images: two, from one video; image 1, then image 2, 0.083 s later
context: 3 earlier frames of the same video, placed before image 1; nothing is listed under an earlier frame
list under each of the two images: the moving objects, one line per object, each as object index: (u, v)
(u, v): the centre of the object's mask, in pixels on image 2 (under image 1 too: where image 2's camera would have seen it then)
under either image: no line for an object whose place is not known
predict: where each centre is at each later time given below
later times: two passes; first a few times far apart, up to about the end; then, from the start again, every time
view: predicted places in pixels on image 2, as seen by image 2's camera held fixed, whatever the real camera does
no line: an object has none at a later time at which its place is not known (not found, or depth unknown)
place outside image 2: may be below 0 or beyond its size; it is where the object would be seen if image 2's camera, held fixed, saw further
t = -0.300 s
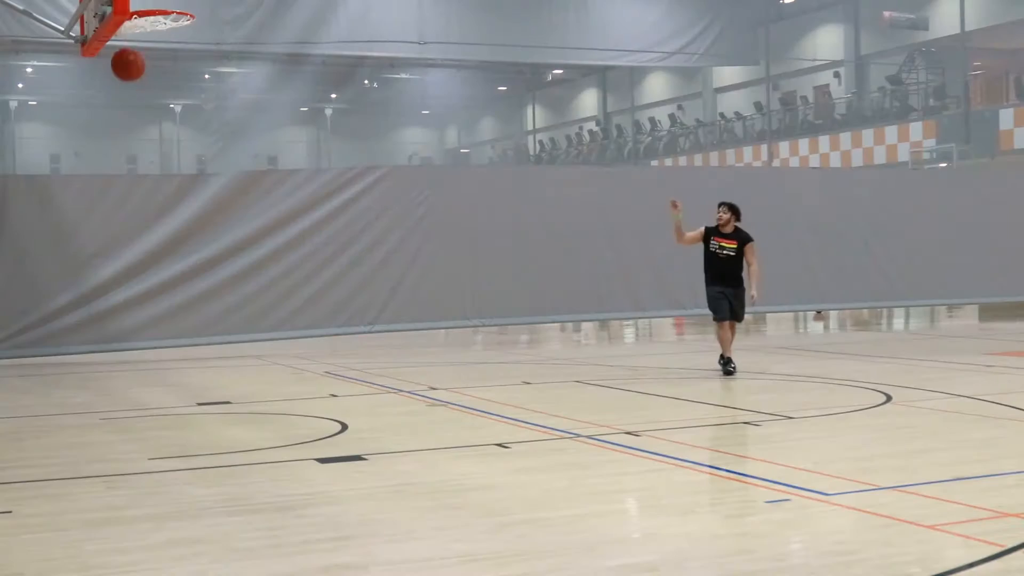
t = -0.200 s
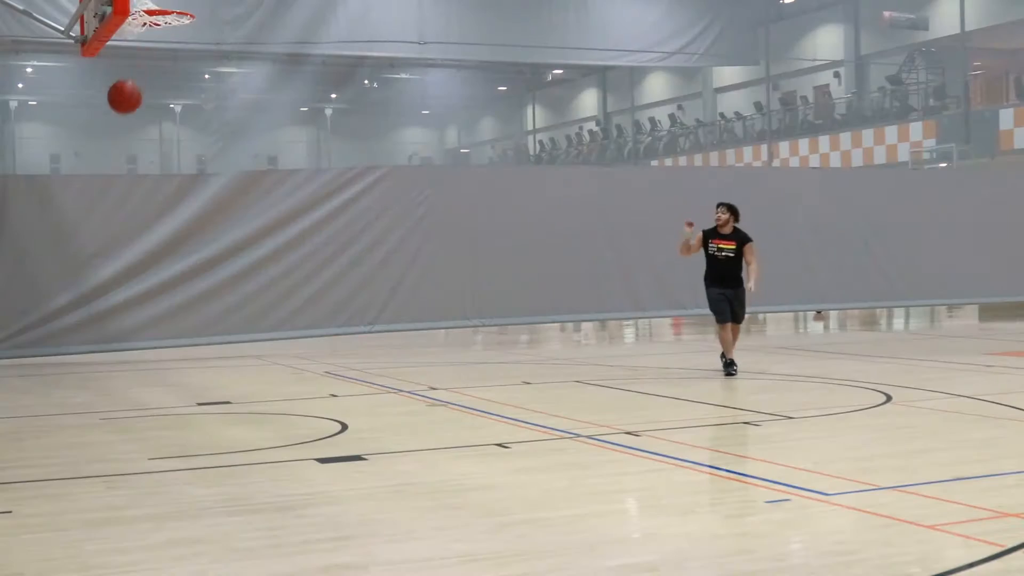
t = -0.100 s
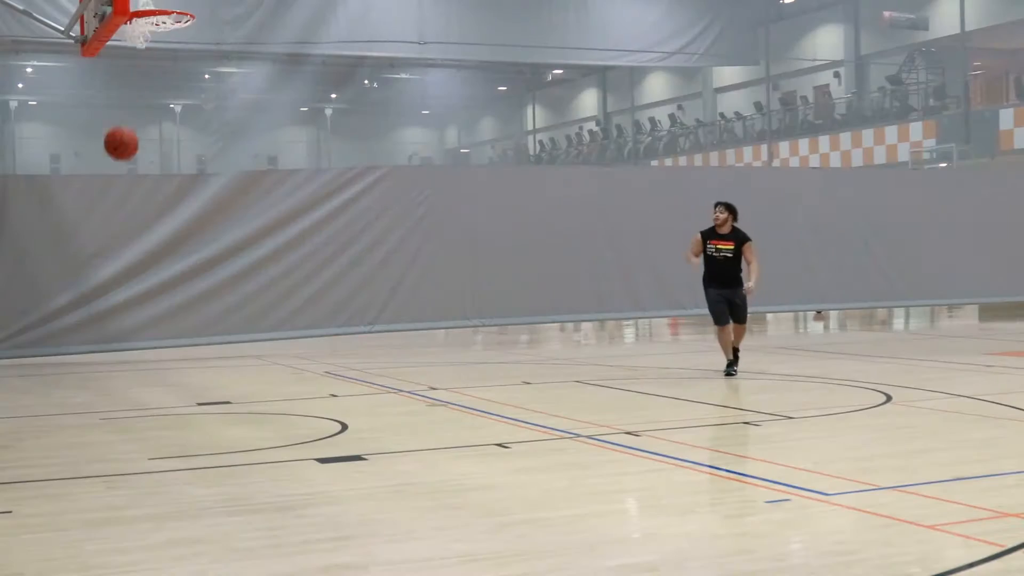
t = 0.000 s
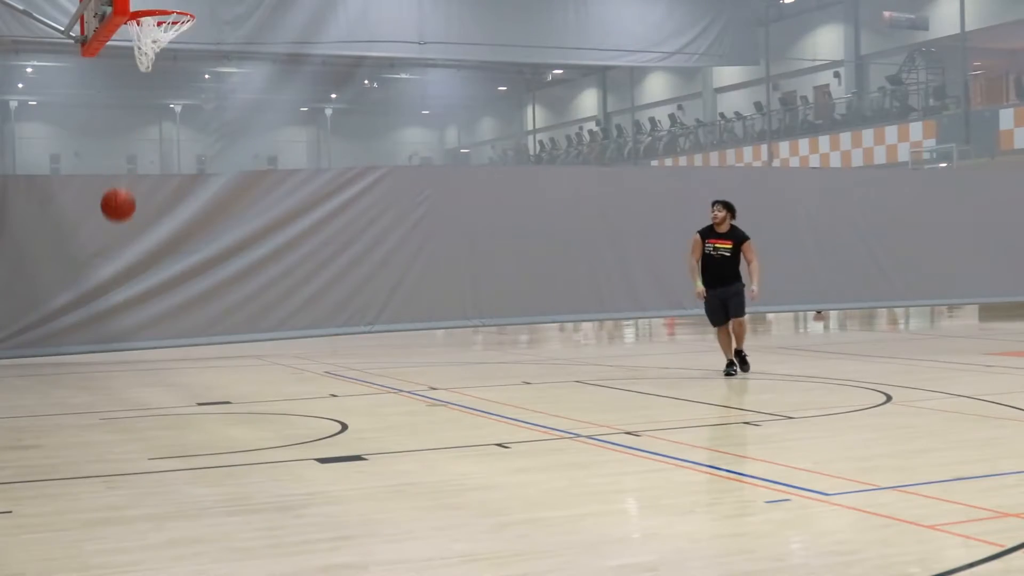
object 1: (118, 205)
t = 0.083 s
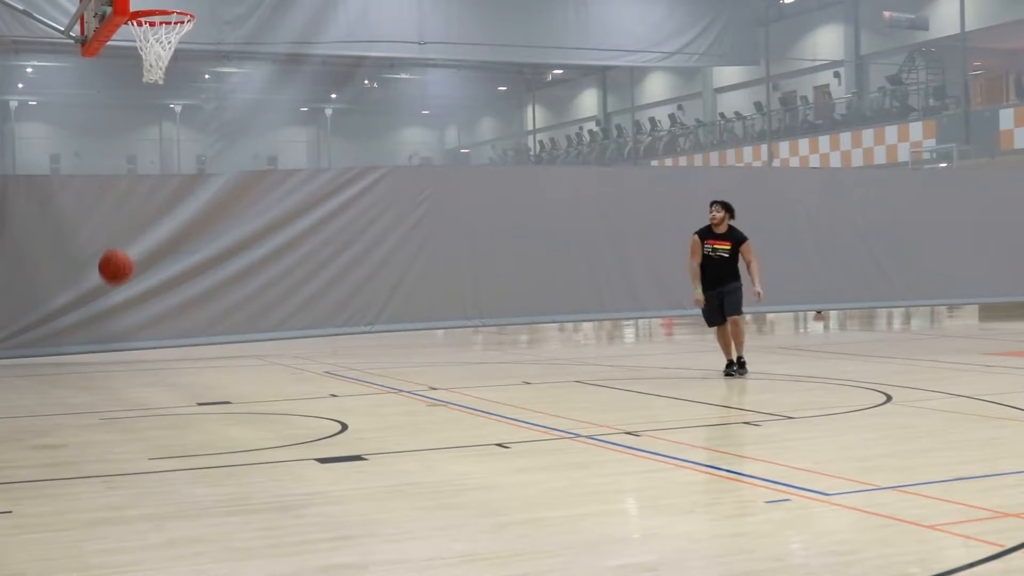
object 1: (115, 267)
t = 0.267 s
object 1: (112, 425)
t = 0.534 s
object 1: (155, 258)
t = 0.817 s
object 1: (203, 190)
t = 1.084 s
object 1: (250, 224)
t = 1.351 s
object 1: (296, 351)
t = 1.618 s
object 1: (329, 326)
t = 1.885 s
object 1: (357, 274)
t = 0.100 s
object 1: (115, 281)
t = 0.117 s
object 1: (114, 295)
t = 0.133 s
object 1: (114, 310)
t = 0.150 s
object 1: (113, 325)
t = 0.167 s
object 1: (113, 340)
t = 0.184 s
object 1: (112, 356)
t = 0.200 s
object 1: (111, 371)
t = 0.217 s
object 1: (111, 388)
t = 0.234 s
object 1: (111, 405)
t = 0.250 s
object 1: (110, 422)
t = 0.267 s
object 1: (112, 425)
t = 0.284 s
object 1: (114, 412)
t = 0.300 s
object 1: (116, 399)
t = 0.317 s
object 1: (119, 387)
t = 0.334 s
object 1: (122, 374)
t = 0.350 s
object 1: (124, 363)
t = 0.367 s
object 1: (127, 351)
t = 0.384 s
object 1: (130, 340)
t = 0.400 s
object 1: (133, 329)
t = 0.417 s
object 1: (135, 319)
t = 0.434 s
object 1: (138, 309)
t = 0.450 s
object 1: (141, 300)
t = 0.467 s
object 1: (143, 291)
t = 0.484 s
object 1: (146, 282)
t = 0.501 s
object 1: (149, 274)
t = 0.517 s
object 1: (152, 265)
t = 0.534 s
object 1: (155, 258)
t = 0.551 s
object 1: (157, 251)
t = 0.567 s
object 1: (160, 245)
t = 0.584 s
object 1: (163, 238)
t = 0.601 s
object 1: (166, 233)
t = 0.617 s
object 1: (169, 227)
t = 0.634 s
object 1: (171, 221)
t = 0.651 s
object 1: (174, 217)
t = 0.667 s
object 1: (177, 212)
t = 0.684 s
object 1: (180, 208)
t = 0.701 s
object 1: (183, 205)
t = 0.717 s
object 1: (186, 201)
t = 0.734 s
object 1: (189, 198)
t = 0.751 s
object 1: (192, 196)
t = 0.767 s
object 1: (194, 194)
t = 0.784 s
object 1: (197, 192)
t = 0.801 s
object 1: (200, 191)
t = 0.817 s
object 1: (203, 190)
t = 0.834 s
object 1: (206, 189)
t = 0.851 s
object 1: (209, 189)
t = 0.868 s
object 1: (212, 189)
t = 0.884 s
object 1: (215, 189)
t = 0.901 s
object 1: (218, 191)
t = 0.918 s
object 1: (221, 192)
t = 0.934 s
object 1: (223, 193)
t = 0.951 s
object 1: (227, 196)
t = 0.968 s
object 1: (229, 198)
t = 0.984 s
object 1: (232, 201)
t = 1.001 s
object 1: (235, 204)
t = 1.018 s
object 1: (238, 207)
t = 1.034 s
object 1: (241, 211)
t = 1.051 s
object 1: (244, 215)
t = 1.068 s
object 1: (247, 220)
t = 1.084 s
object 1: (250, 224)
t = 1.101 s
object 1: (253, 230)
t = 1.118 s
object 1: (256, 235)
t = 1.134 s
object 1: (259, 241)
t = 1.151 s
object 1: (262, 247)
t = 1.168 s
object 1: (265, 255)
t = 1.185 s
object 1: (268, 262)
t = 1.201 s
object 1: (271, 270)
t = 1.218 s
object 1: (273, 277)
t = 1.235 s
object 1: (276, 285)
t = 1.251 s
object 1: (279, 293)
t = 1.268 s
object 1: (282, 303)
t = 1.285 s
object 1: (285, 311)
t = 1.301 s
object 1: (288, 321)
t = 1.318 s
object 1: (291, 331)
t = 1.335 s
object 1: (294, 341)
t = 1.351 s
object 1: (296, 351)
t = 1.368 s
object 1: (299, 362)
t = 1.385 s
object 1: (302, 373)
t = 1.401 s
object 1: (305, 385)
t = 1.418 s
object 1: (308, 396)
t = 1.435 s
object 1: (310, 408)
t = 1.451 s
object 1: (313, 405)
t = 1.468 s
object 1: (314, 396)
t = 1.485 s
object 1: (316, 387)
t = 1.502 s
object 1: (317, 378)
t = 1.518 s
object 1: (319, 370)
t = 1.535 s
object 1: (321, 362)
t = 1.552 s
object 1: (322, 354)
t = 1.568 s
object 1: (324, 347)
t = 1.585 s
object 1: (326, 340)
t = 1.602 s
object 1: (327, 333)
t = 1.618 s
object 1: (329, 326)
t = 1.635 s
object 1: (331, 321)
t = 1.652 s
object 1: (332, 316)
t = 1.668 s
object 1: (334, 310)
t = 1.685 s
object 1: (336, 305)
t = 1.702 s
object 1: (338, 300)
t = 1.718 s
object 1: (339, 297)
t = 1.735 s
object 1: (341, 293)
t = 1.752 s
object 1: (343, 289)
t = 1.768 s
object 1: (344, 286)
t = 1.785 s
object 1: (346, 283)
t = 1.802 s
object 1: (348, 281)
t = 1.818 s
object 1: (350, 279)
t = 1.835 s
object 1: (352, 277)
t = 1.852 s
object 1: (353, 276)
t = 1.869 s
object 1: (355, 275)
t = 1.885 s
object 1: (357, 274)
